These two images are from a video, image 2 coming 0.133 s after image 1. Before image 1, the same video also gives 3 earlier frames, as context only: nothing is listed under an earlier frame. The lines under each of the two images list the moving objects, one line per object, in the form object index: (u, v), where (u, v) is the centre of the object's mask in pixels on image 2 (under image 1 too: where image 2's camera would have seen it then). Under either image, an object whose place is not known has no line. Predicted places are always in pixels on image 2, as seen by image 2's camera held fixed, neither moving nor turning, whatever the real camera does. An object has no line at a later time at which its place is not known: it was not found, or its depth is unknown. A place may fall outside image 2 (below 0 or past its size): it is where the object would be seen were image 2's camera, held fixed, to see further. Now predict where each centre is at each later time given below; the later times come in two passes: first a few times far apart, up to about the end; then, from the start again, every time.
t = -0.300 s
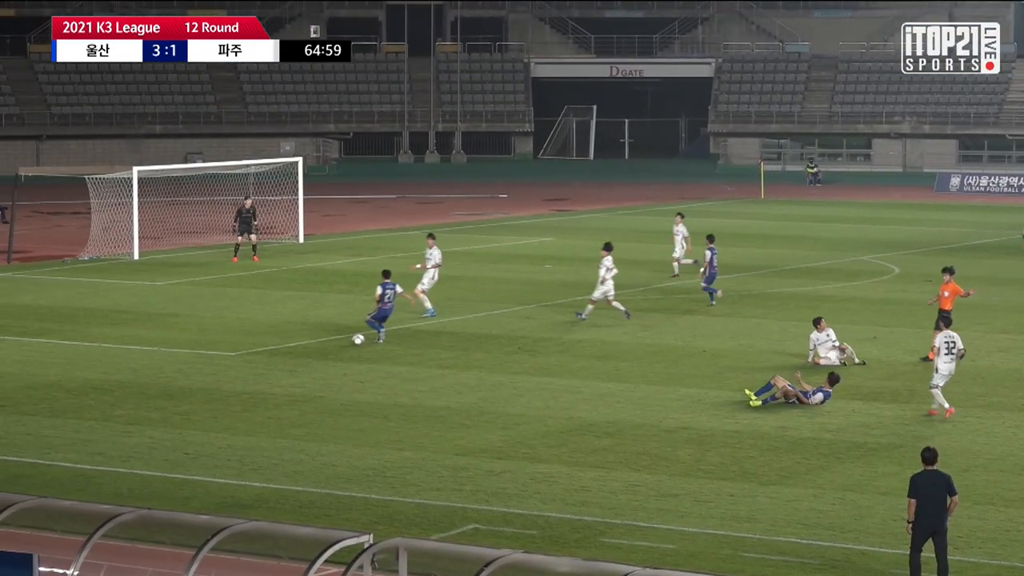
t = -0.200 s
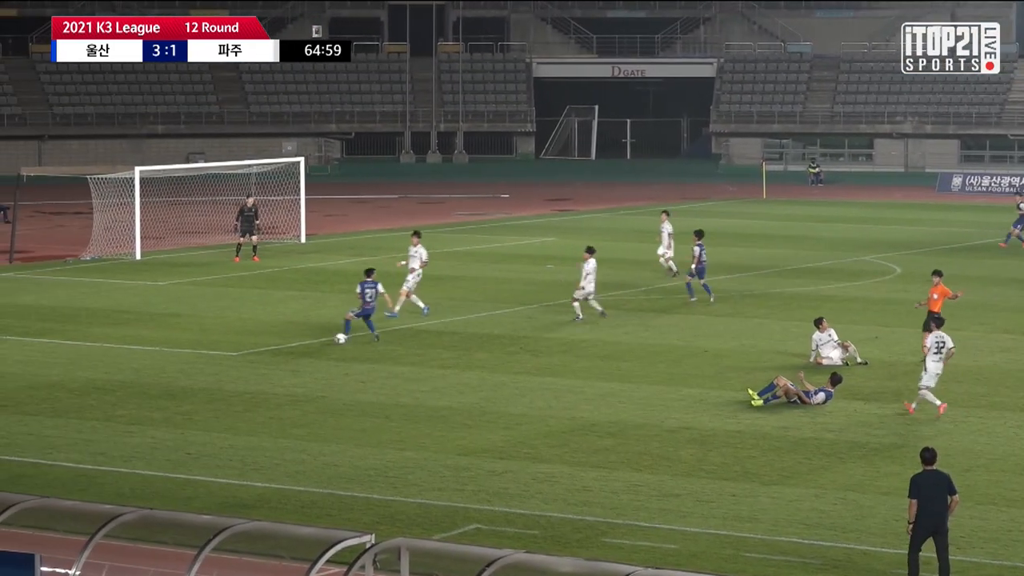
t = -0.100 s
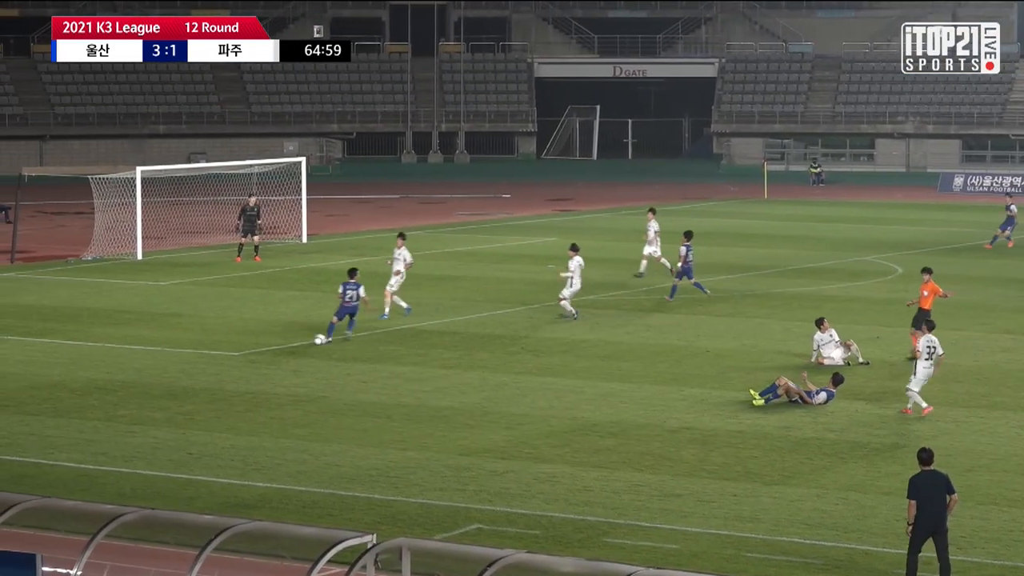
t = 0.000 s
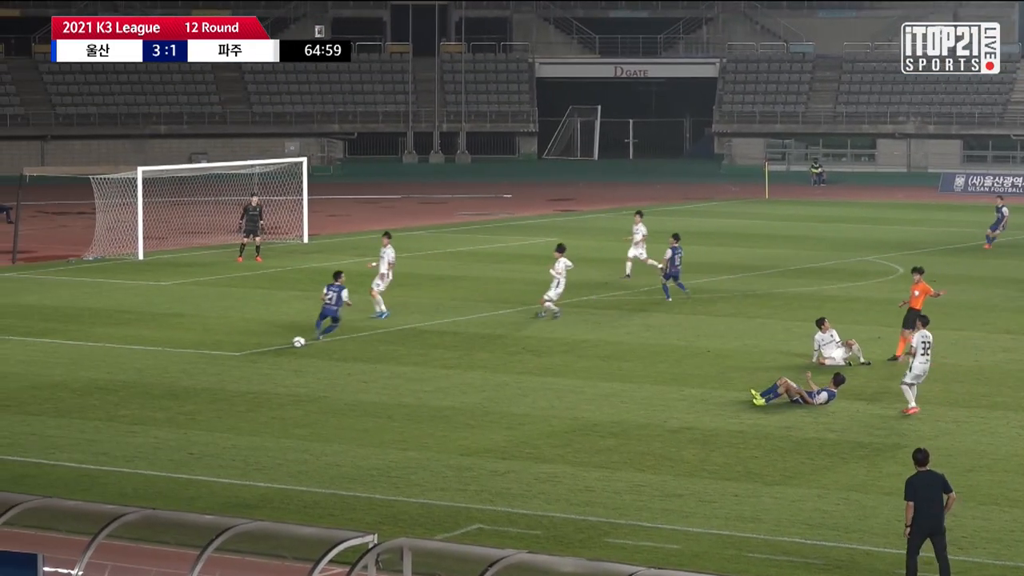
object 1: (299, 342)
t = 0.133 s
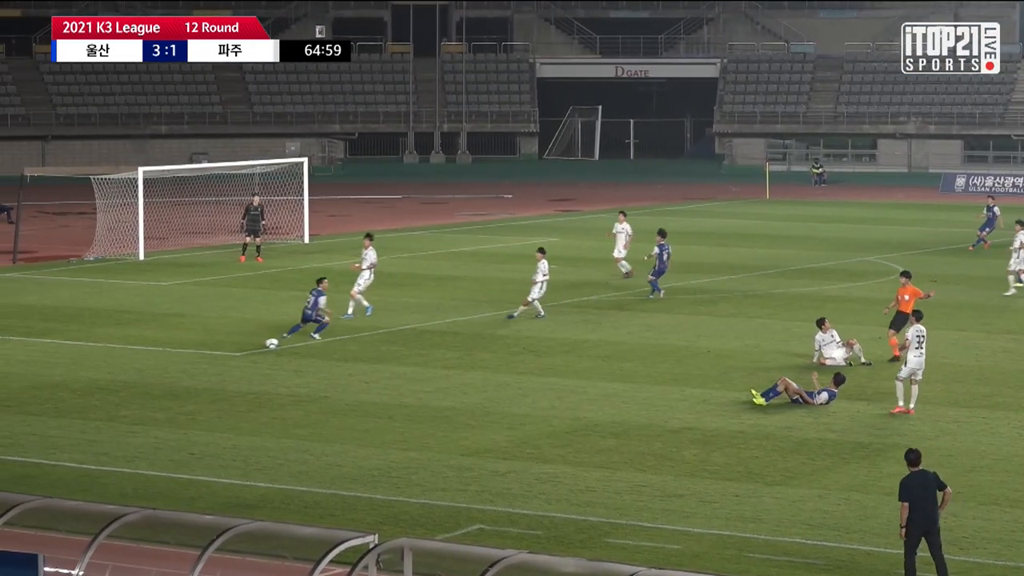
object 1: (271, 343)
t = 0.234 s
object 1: (252, 344)
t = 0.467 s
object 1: (211, 346)
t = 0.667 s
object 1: (176, 347)
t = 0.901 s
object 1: (138, 348)
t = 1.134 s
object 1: (102, 350)
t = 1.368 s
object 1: (69, 351)
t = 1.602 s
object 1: (37, 351)
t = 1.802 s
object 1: (12, 352)
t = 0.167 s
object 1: (265, 343)
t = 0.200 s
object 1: (259, 343)
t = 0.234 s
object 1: (252, 344)
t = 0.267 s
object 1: (246, 344)
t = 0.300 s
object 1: (240, 345)
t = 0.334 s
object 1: (234, 344)
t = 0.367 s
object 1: (228, 344)
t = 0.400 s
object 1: (222, 345)
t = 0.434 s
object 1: (217, 345)
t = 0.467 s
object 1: (211, 346)
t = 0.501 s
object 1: (205, 346)
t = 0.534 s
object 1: (200, 346)
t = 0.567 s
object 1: (194, 346)
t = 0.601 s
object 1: (188, 346)
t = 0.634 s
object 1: (182, 346)
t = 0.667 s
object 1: (176, 347)
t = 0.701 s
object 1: (171, 347)
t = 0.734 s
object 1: (165, 347)
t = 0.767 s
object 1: (160, 348)
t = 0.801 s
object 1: (154, 347)
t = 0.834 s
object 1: (148, 348)
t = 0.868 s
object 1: (143, 348)
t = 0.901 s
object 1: (138, 348)
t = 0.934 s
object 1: (132, 349)
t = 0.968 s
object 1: (127, 349)
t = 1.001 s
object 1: (122, 348)
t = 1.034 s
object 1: (117, 348)
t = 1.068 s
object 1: (111, 349)
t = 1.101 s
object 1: (107, 350)
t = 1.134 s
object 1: (102, 350)
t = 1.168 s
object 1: (96, 349)
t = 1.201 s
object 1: (92, 349)
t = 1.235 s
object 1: (87, 350)
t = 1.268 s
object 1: (82, 350)
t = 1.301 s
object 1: (77, 350)
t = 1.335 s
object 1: (73, 350)
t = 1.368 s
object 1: (69, 351)
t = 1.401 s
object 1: (64, 351)
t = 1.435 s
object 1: (59, 351)
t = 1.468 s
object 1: (55, 351)
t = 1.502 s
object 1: (50, 351)
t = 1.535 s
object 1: (46, 352)
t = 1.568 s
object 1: (41, 351)
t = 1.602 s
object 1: (37, 351)
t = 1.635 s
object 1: (33, 351)
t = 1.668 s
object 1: (29, 352)
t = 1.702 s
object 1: (24, 352)
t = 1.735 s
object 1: (20, 352)
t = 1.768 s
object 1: (16, 352)
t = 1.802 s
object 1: (12, 352)
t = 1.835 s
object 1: (8, 352)
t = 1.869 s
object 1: (5, 353)
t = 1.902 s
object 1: (3, 352)
